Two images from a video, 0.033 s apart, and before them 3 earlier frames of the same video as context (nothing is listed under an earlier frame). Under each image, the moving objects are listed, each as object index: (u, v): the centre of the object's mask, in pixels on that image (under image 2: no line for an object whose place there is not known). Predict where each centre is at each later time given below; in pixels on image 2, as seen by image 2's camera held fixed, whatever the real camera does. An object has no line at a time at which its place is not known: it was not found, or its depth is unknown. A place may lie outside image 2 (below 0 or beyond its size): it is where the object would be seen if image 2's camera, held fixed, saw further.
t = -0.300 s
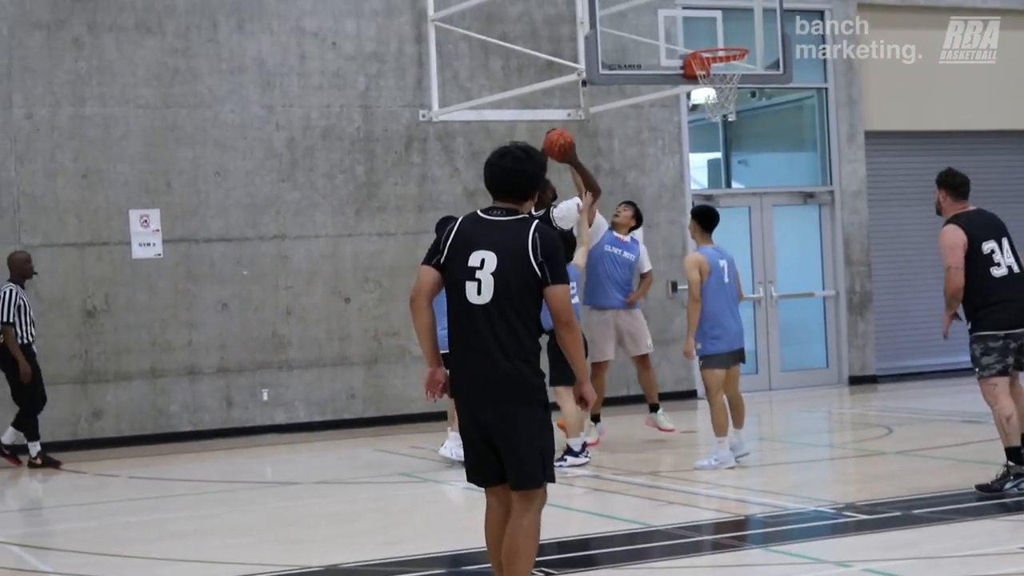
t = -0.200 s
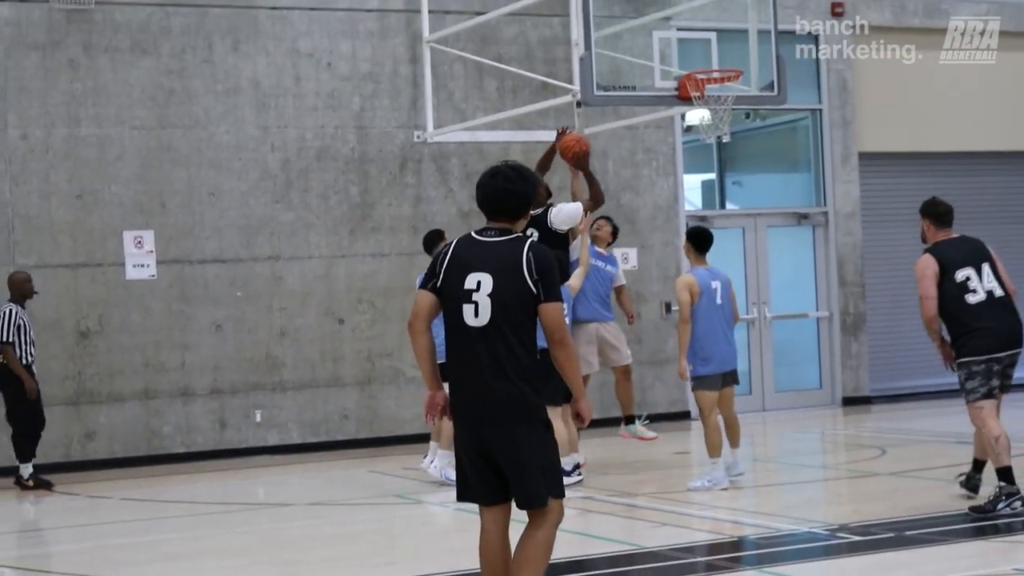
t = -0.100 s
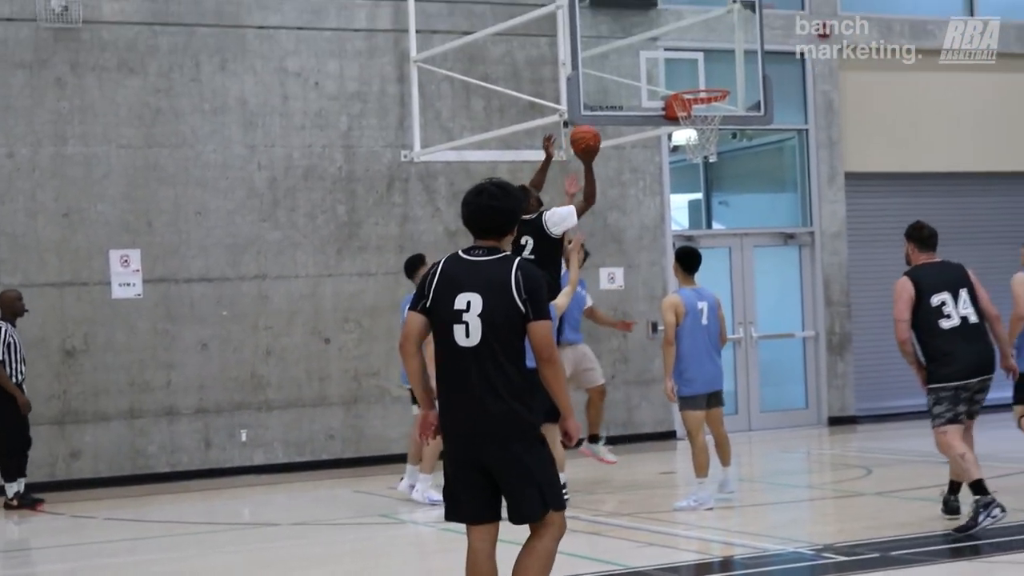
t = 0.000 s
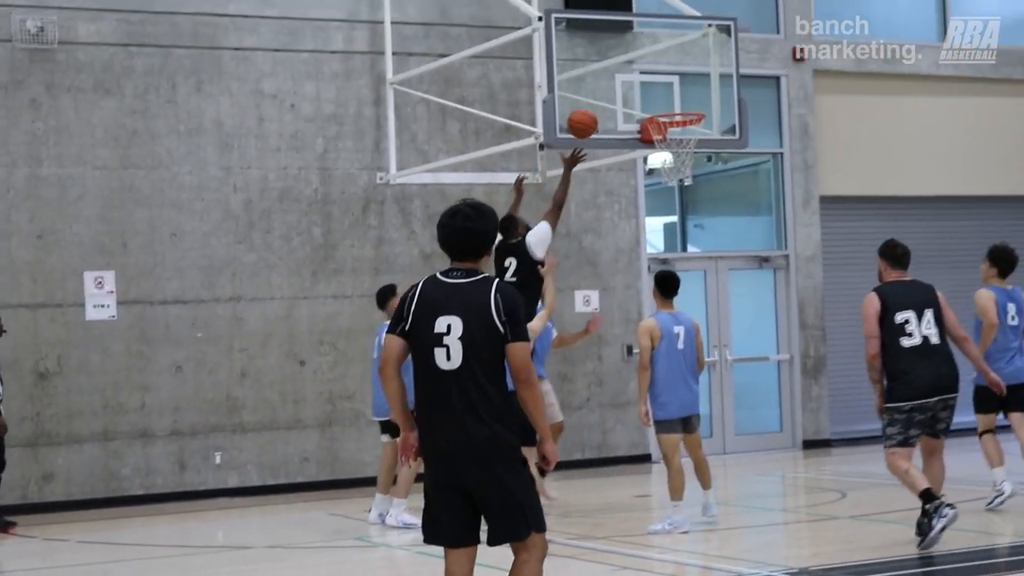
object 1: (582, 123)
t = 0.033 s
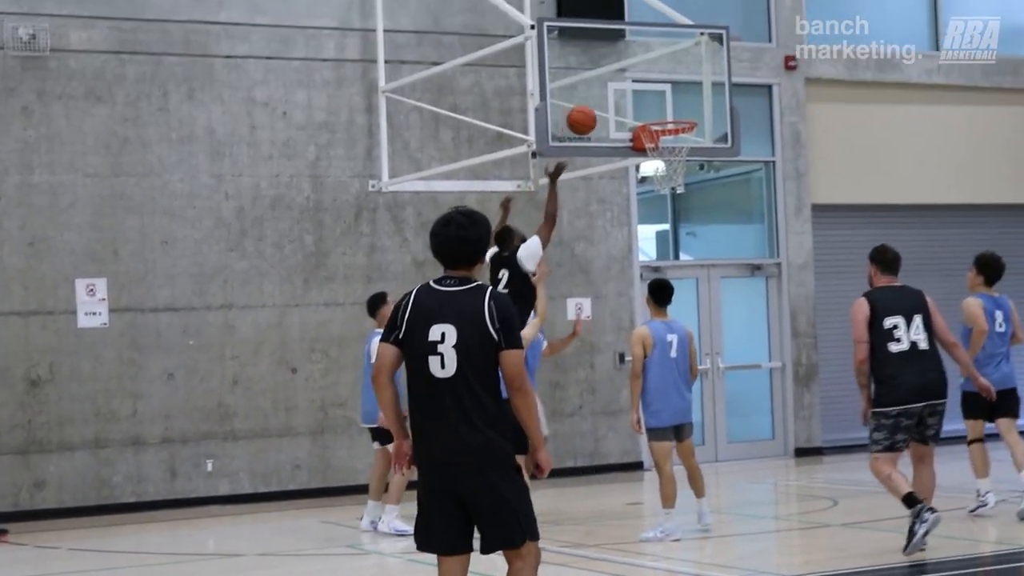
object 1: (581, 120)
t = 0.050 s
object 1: (584, 115)
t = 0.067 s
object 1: (588, 110)
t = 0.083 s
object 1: (591, 106)
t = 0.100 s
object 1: (594, 103)
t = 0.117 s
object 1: (597, 99)
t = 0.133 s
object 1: (600, 96)
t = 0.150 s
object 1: (603, 94)
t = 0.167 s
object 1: (607, 91)
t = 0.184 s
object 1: (609, 89)
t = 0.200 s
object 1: (613, 87)
